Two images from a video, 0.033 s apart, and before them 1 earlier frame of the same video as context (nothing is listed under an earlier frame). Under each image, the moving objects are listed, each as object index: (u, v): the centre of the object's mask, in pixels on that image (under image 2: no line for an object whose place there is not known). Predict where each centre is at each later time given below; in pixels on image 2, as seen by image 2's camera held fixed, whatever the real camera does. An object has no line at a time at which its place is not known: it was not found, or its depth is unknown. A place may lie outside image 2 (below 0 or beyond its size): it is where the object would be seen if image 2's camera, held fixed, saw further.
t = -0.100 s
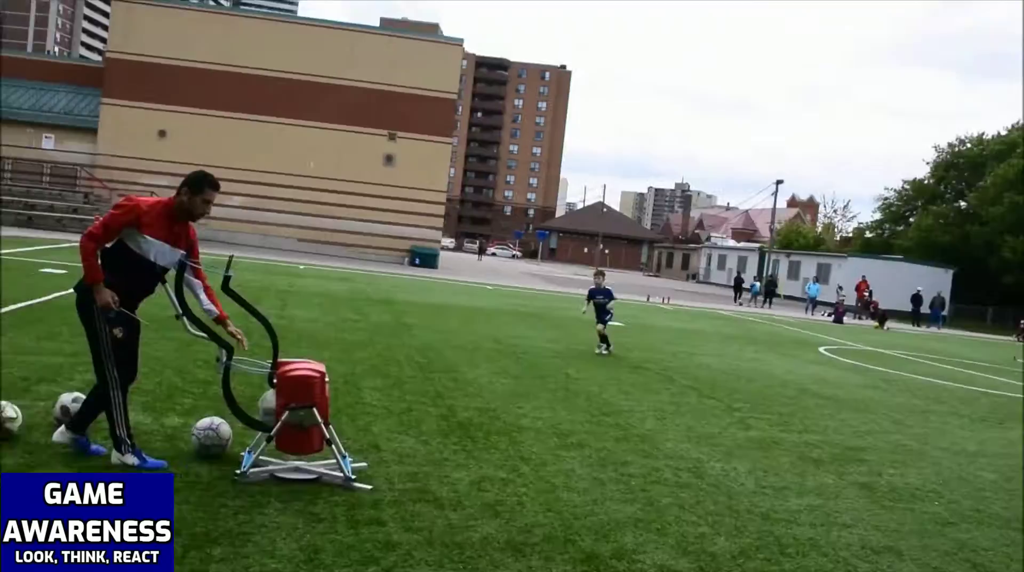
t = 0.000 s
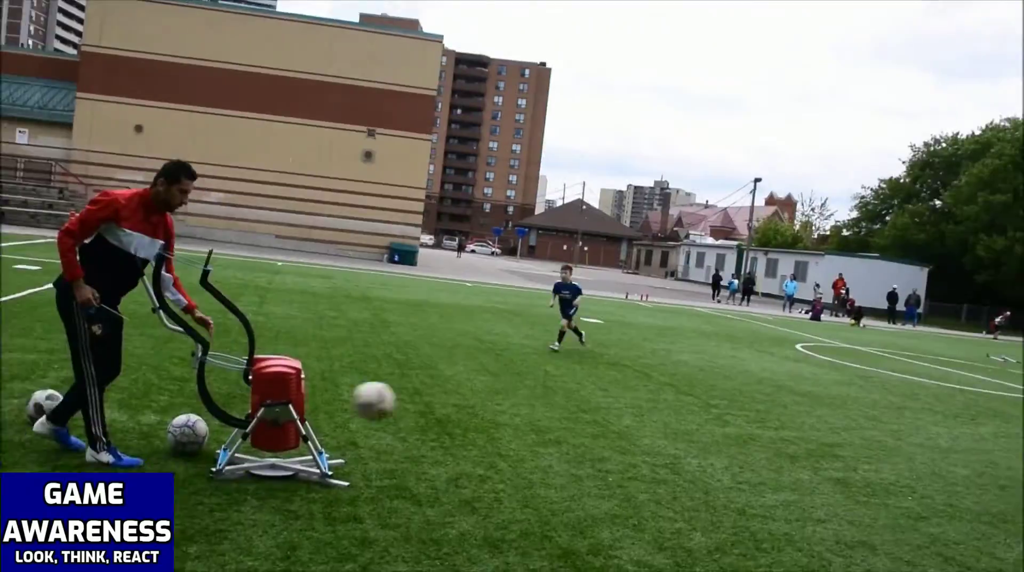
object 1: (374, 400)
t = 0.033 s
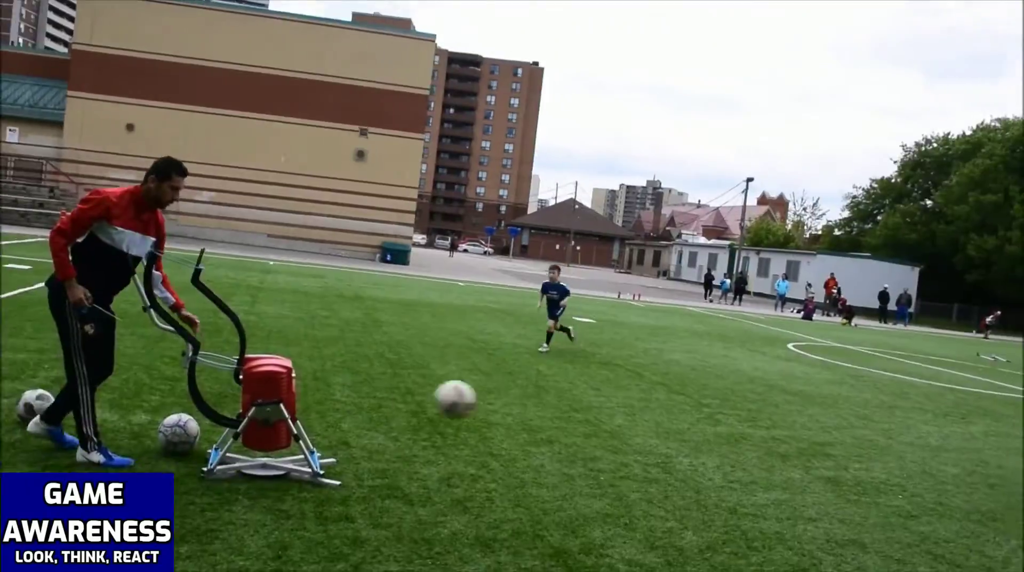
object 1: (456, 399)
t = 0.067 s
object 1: (538, 399)
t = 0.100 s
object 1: (616, 400)
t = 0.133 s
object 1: (688, 402)
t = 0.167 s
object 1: (753, 406)
